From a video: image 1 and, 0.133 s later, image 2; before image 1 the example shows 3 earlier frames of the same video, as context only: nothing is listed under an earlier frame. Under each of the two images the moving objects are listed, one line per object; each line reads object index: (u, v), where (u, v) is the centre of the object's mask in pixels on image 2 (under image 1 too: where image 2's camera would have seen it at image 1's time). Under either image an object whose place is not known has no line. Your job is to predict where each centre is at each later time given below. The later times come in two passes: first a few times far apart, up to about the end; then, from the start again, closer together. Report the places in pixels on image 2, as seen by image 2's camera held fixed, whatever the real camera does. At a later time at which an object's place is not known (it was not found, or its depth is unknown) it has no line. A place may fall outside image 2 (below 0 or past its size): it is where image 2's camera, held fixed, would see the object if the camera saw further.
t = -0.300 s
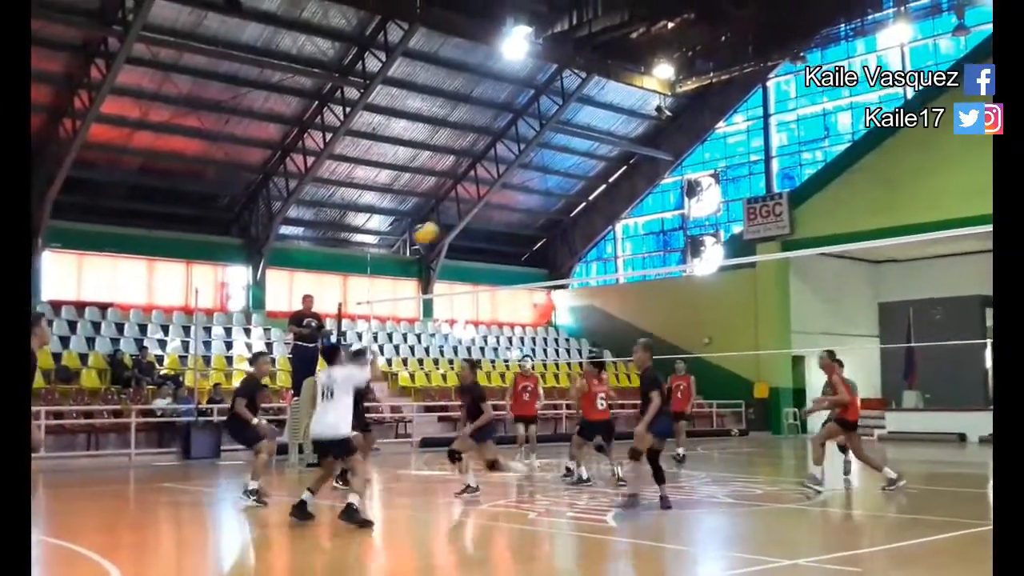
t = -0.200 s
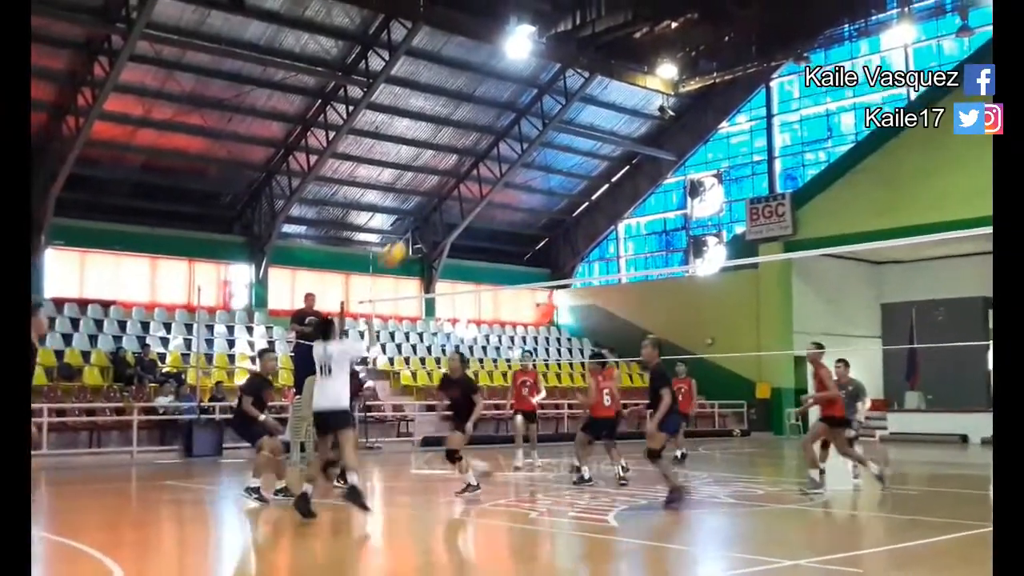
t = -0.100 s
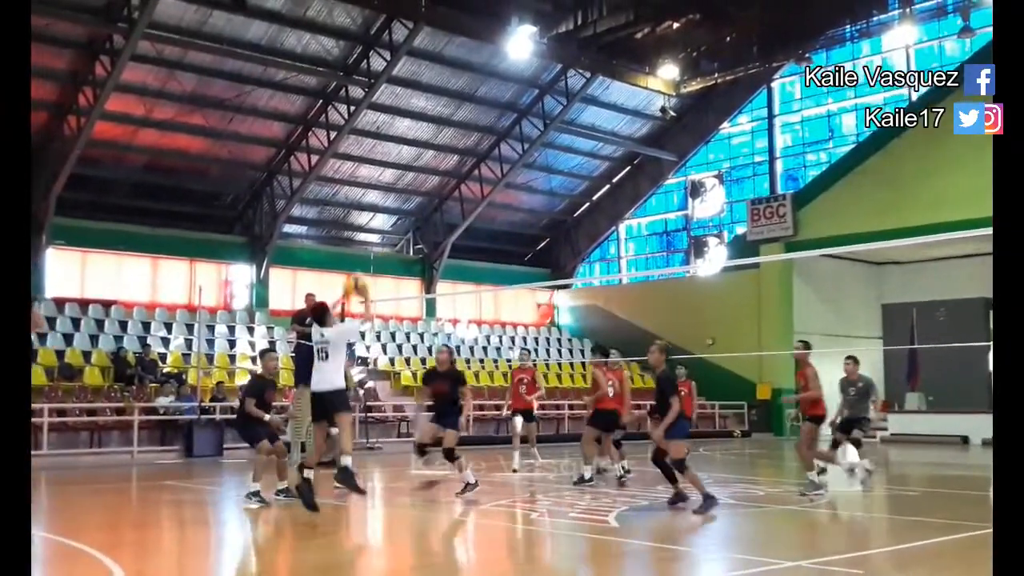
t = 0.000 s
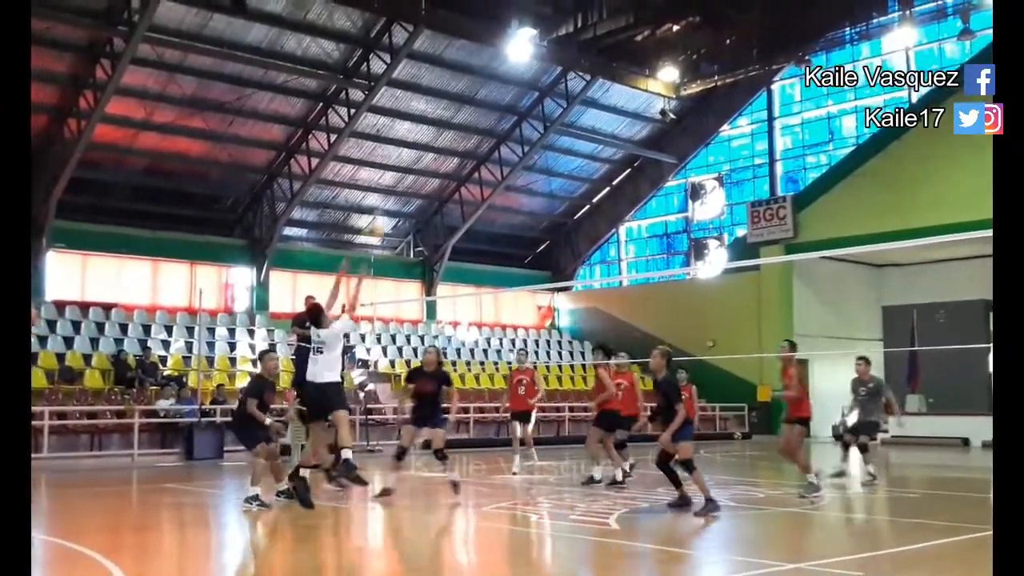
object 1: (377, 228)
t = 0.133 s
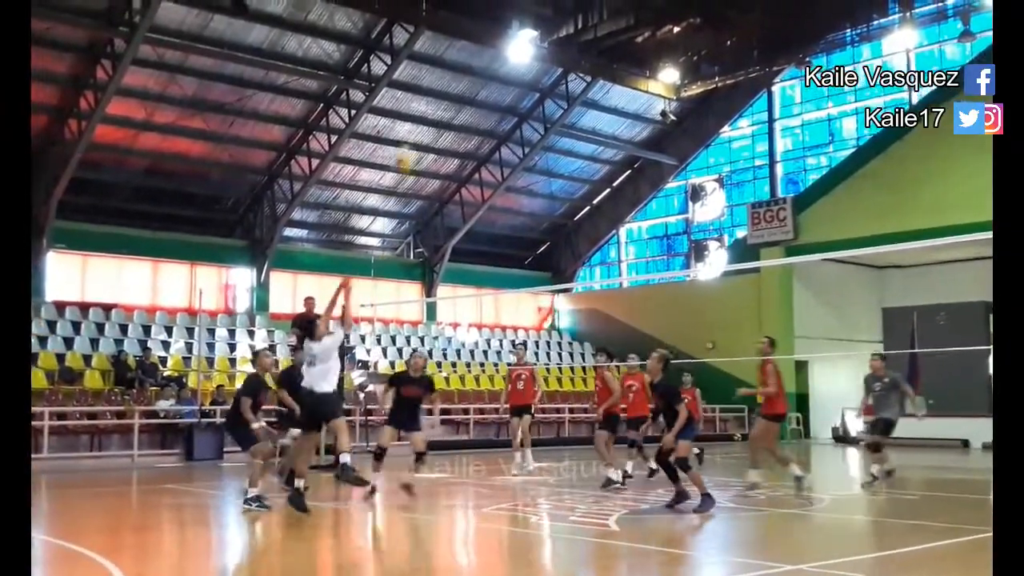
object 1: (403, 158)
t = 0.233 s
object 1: (425, 120)
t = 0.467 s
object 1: (469, 75)
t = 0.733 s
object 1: (517, 86)
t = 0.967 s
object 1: (556, 150)
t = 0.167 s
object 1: (411, 147)
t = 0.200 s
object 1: (418, 131)
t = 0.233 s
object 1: (425, 120)
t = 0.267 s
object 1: (432, 115)
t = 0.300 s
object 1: (439, 103)
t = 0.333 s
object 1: (445, 94)
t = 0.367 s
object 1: (451, 89)
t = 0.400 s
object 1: (457, 83)
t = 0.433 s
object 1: (463, 78)
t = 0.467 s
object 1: (469, 75)
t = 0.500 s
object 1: (475, 73)
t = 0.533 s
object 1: (481, 72)
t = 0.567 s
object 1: (487, 72)
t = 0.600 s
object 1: (493, 73)
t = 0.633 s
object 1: (499, 75)
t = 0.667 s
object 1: (504, 78)
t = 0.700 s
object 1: (511, 81)
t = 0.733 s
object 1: (517, 86)
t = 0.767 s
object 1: (523, 92)
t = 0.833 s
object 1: (534, 108)
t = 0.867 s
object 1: (539, 116)
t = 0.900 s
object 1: (546, 126)
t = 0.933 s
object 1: (551, 139)
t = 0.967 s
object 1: (556, 150)
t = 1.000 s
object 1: (562, 164)
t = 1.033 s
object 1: (567, 178)
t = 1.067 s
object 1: (573, 193)
